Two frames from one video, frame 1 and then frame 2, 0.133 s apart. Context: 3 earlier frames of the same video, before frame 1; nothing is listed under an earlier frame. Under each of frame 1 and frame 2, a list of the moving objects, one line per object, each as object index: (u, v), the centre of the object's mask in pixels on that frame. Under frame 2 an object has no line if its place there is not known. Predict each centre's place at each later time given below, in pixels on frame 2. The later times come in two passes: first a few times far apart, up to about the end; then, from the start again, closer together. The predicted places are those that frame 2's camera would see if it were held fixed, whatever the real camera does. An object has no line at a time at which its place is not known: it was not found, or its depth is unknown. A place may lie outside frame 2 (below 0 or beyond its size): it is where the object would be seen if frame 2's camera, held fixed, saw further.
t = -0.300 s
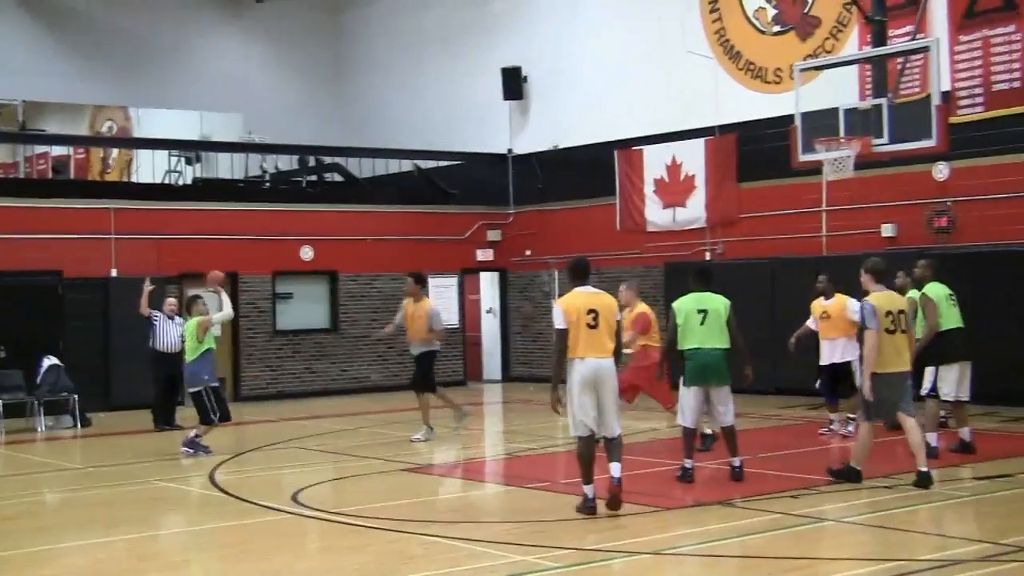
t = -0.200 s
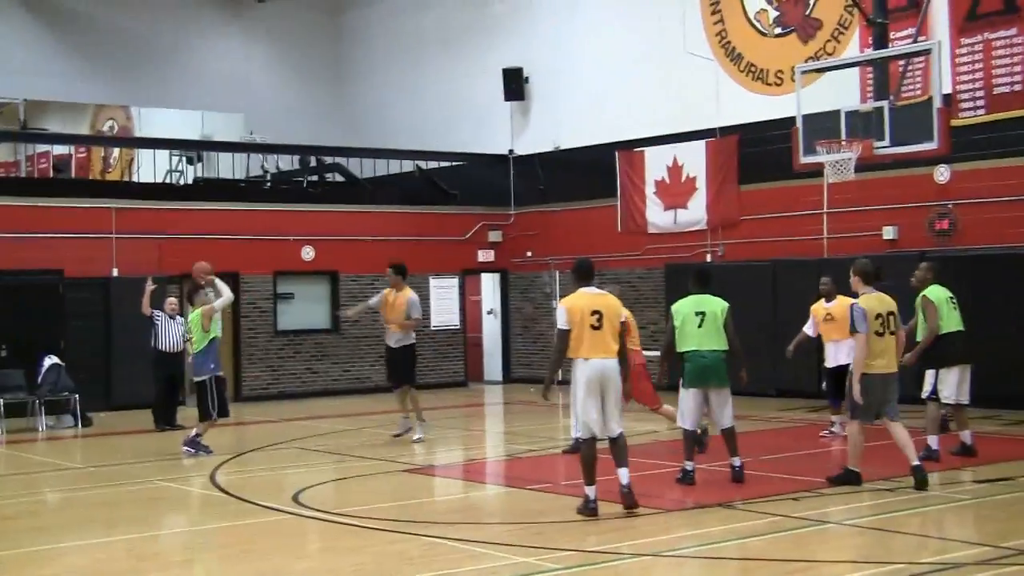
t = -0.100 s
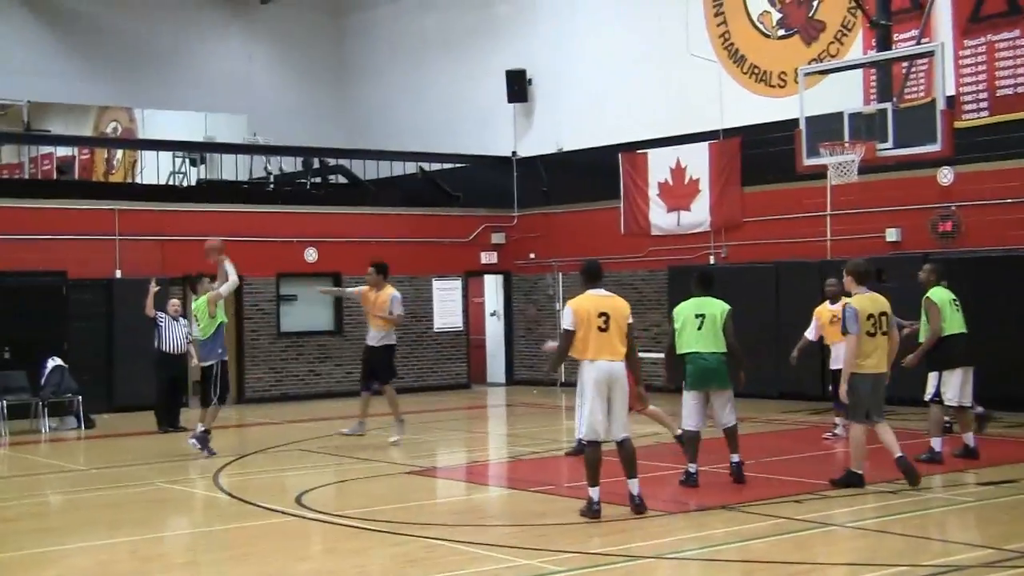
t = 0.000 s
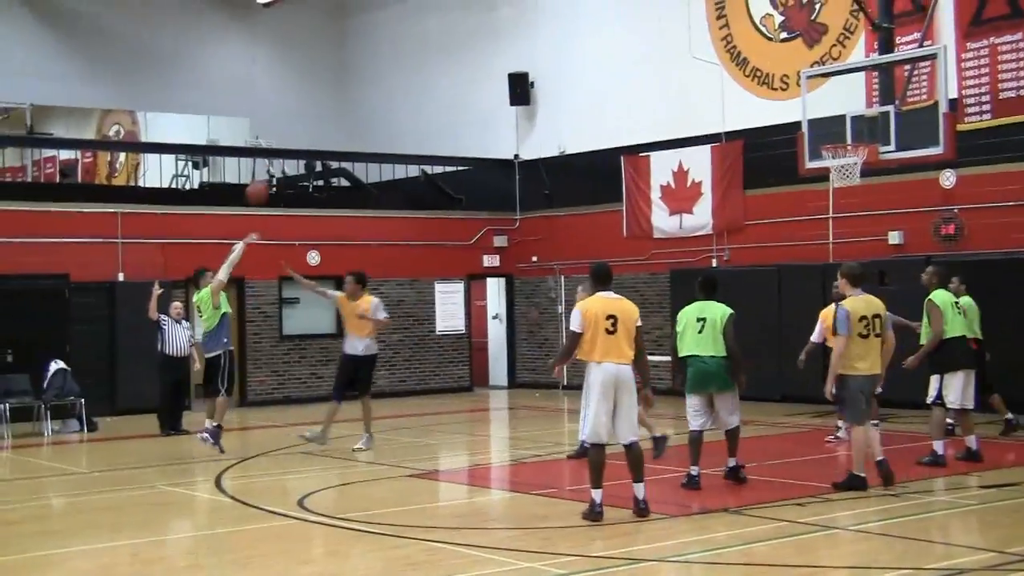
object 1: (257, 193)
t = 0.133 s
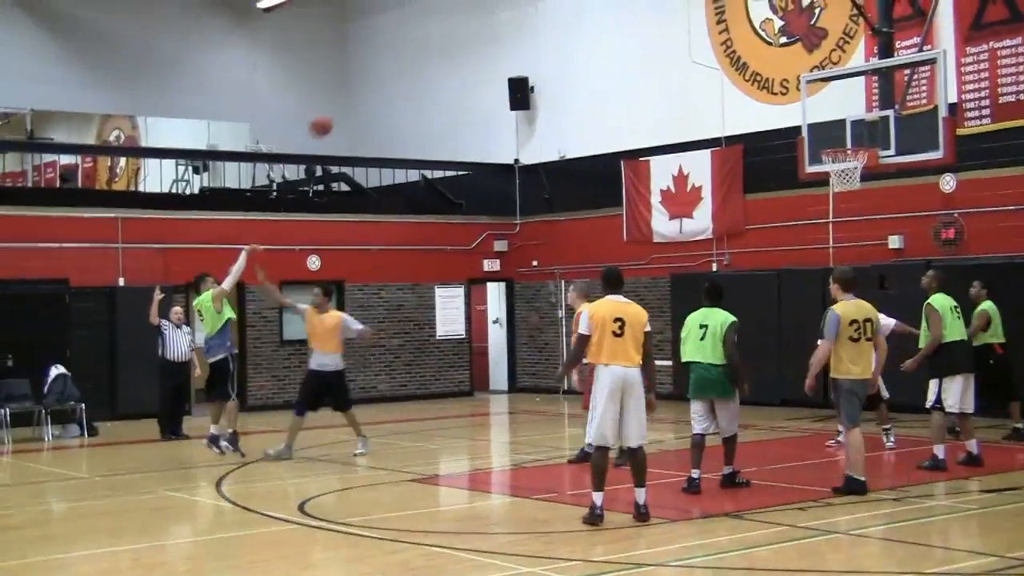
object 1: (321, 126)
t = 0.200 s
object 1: (352, 96)
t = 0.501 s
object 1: (491, 12)
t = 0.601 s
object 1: (538, 3)
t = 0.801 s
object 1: (635, 11)
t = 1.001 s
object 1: (736, 57)
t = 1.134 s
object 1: (804, 110)
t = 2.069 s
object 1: (867, 212)
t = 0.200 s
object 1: (352, 96)
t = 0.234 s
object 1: (368, 83)
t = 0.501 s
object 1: (491, 12)
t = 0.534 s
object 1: (506, 8)
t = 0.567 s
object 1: (522, 5)
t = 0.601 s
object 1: (538, 3)
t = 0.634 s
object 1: (554, 2)
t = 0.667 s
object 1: (570, 1)
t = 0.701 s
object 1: (586, 2)
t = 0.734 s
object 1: (603, 4)
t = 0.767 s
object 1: (619, 7)
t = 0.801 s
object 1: (635, 11)
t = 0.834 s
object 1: (652, 16)
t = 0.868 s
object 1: (668, 22)
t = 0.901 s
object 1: (685, 30)
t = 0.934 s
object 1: (702, 39)
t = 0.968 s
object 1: (719, 48)
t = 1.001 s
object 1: (736, 57)
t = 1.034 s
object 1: (753, 69)
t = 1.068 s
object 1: (770, 82)
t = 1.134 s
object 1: (804, 110)
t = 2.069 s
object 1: (867, 212)
